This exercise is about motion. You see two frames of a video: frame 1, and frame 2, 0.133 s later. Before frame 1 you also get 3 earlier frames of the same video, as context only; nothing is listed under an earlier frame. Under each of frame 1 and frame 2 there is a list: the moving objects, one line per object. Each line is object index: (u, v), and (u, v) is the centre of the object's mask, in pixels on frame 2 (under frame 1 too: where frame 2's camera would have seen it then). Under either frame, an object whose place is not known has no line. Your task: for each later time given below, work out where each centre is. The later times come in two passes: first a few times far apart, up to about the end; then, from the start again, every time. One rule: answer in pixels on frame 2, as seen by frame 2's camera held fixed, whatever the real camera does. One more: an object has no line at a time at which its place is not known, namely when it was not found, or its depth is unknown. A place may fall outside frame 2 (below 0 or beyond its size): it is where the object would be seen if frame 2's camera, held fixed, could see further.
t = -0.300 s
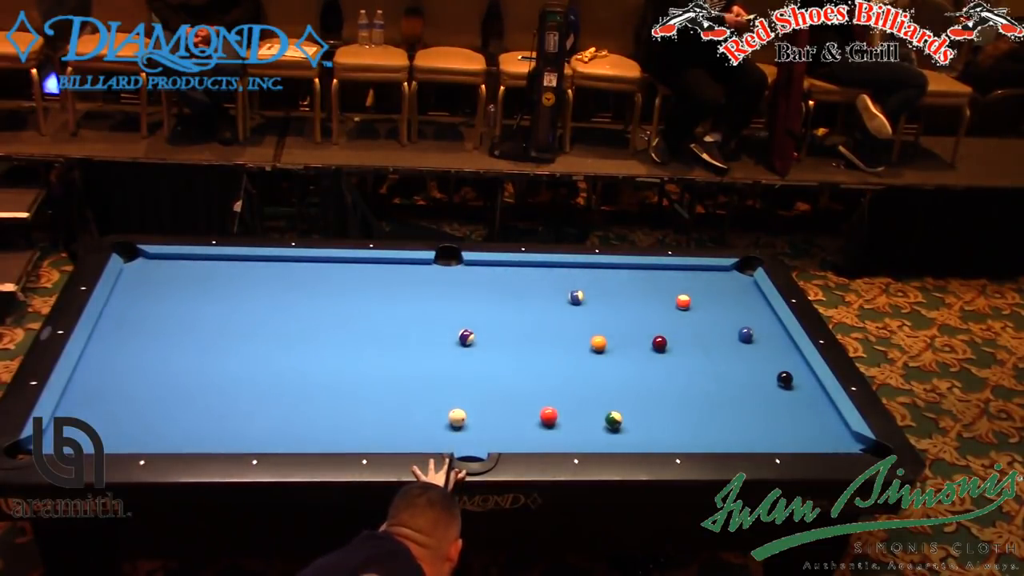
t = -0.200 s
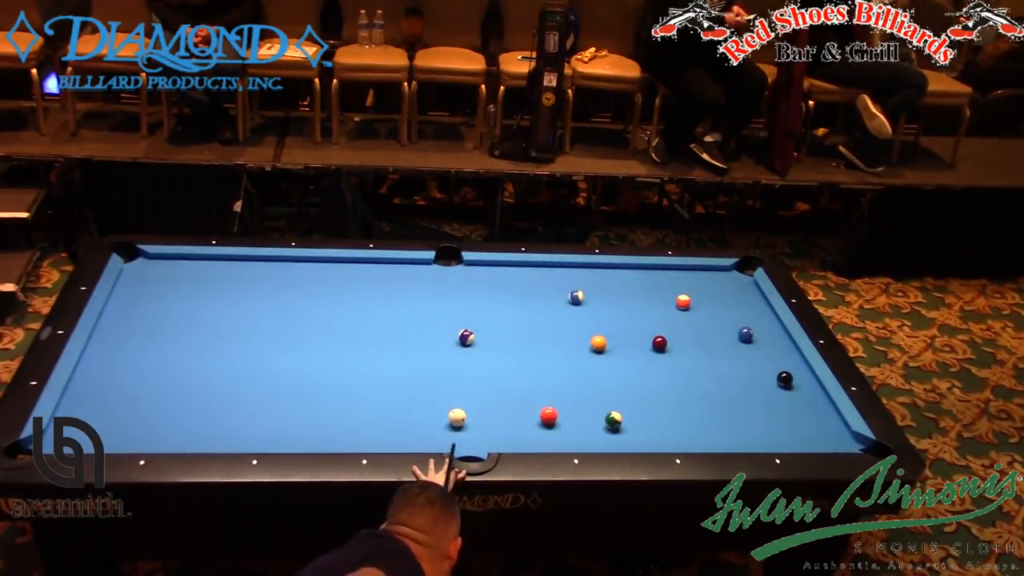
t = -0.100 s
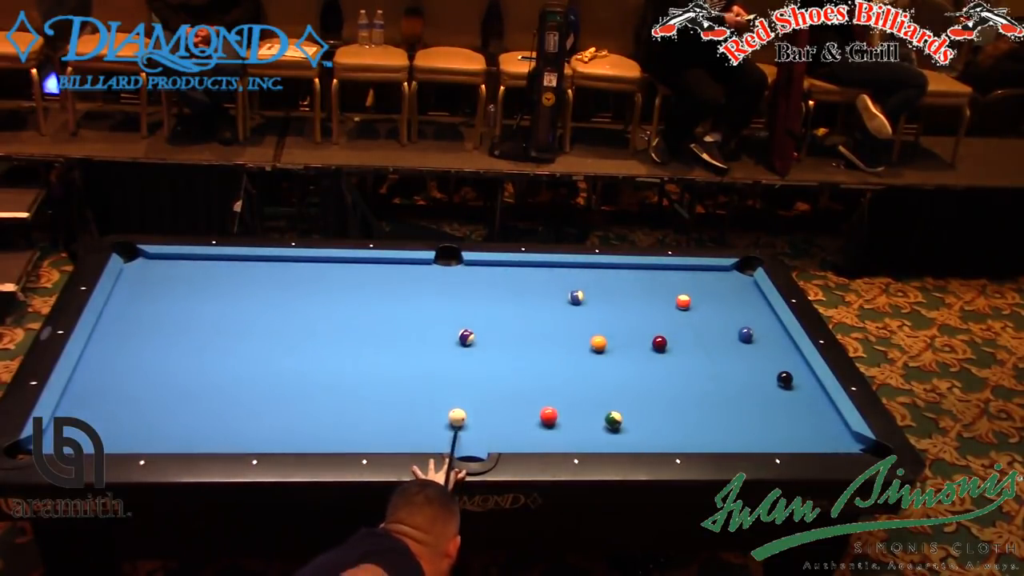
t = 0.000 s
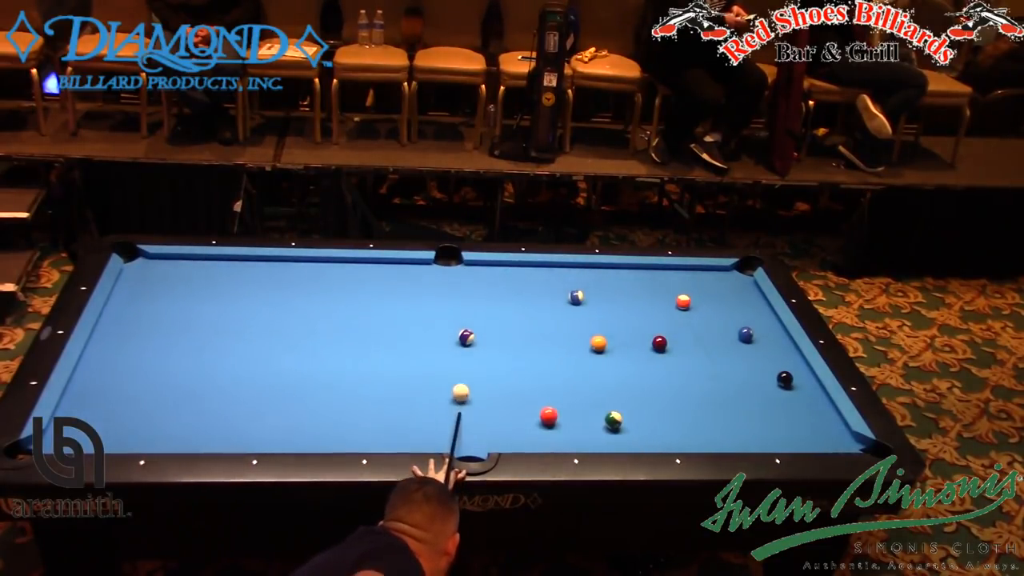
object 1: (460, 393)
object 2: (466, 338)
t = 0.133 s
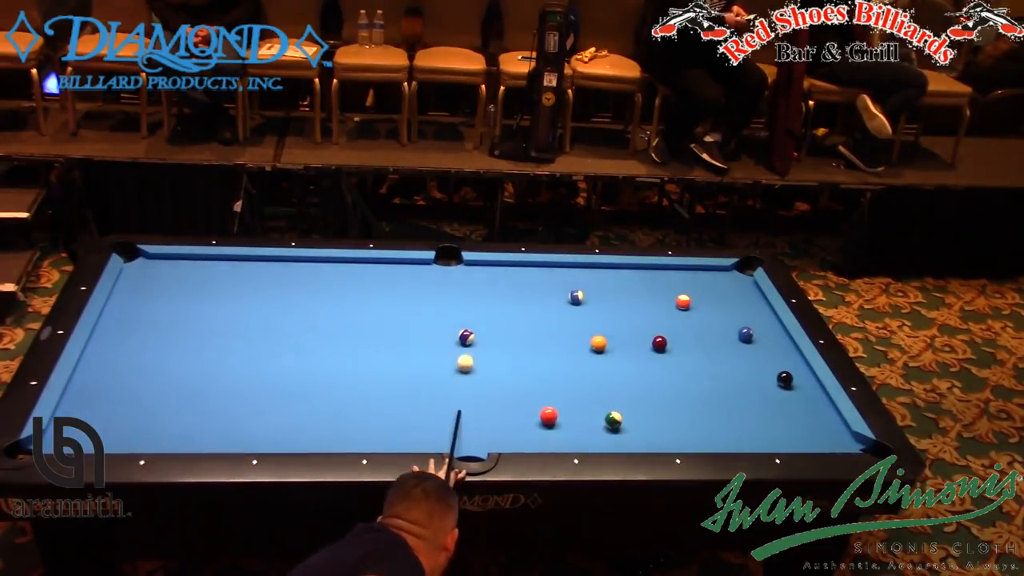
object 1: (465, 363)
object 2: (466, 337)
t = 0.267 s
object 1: (470, 345)
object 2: (465, 332)
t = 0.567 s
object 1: (484, 340)
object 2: (457, 306)
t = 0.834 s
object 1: (496, 337)
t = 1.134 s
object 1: (507, 333)
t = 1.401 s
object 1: (515, 329)
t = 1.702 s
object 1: (524, 327)
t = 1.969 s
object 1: (530, 324)
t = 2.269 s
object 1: (535, 322)
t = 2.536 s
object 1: (539, 321)
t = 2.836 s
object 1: (542, 320)
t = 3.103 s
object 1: (544, 319)
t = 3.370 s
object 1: (545, 319)
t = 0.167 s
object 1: (466, 357)
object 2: (466, 337)
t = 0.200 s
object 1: (467, 352)
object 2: (466, 336)
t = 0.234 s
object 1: (468, 347)
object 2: (466, 334)
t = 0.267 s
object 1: (470, 345)
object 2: (465, 332)
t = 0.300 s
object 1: (471, 345)
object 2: (464, 330)
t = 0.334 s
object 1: (473, 344)
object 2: (463, 327)
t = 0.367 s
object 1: (475, 344)
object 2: (462, 323)
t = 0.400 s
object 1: (476, 343)
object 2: (462, 320)
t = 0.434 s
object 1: (478, 343)
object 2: (461, 317)
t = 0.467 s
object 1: (479, 342)
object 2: (460, 315)
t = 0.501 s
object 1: (481, 341)
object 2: (459, 312)
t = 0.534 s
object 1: (483, 341)
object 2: (458, 309)
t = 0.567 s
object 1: (484, 340)
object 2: (457, 306)
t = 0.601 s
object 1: (486, 340)
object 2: (457, 304)
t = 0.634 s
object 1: (487, 339)
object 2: (456, 301)
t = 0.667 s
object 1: (489, 339)
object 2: (456, 299)
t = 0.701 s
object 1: (490, 338)
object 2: (455, 297)
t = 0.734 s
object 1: (491, 338)
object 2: (454, 294)
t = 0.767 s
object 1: (493, 338)
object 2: (454, 292)
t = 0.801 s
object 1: (494, 337)
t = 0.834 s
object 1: (496, 337)
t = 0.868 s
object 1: (497, 336)
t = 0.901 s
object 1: (498, 336)
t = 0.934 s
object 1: (500, 335)
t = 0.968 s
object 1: (501, 335)
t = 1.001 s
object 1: (502, 334)
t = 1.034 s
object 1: (503, 334)
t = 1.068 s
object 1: (504, 333)
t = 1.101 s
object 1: (505, 333)
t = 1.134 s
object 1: (507, 333)
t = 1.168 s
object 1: (508, 332)
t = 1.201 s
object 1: (509, 332)
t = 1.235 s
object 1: (510, 331)
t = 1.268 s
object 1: (511, 331)
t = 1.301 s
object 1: (512, 330)
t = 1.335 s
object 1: (513, 330)
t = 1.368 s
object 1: (514, 330)
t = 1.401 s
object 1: (515, 329)
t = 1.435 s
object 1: (516, 329)
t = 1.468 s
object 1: (517, 329)
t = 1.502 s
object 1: (518, 328)
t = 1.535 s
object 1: (519, 328)
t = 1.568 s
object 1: (520, 328)
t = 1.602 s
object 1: (521, 327)
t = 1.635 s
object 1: (522, 327)
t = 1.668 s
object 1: (523, 327)
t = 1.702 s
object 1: (524, 327)
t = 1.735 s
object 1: (525, 326)
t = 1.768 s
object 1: (526, 326)
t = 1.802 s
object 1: (526, 325)
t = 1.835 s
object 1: (527, 325)
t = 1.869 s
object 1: (528, 325)
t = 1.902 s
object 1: (529, 325)
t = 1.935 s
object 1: (529, 324)
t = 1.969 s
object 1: (530, 324)
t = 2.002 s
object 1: (531, 324)
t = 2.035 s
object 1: (531, 324)
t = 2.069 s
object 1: (532, 323)
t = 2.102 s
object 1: (532, 323)
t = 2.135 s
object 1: (533, 323)
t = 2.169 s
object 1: (534, 323)
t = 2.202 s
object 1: (534, 323)
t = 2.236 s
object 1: (535, 322)
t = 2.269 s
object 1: (535, 322)
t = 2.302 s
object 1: (536, 322)
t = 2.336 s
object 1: (536, 322)
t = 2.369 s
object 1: (537, 322)
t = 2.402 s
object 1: (537, 321)
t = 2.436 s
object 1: (538, 321)
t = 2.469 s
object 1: (538, 321)
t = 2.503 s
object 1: (539, 321)
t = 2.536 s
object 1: (539, 321)
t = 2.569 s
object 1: (539, 321)
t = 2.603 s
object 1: (540, 320)
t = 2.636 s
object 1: (540, 320)
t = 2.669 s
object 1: (541, 320)
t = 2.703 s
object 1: (541, 320)
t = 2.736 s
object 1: (541, 320)
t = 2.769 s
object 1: (542, 320)
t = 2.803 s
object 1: (542, 320)
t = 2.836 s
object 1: (542, 320)
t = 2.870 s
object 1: (542, 320)
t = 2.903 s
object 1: (543, 320)
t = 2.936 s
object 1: (543, 319)
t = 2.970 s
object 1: (544, 319)
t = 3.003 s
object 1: (544, 319)
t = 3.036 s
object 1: (544, 319)
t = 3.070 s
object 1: (544, 319)
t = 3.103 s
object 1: (544, 319)
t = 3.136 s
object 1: (544, 319)
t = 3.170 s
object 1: (545, 319)
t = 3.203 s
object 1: (545, 319)
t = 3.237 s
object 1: (545, 319)
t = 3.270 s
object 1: (545, 319)
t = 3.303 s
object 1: (545, 319)
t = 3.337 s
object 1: (545, 319)
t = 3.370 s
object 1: (545, 319)
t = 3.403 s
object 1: (545, 319)
